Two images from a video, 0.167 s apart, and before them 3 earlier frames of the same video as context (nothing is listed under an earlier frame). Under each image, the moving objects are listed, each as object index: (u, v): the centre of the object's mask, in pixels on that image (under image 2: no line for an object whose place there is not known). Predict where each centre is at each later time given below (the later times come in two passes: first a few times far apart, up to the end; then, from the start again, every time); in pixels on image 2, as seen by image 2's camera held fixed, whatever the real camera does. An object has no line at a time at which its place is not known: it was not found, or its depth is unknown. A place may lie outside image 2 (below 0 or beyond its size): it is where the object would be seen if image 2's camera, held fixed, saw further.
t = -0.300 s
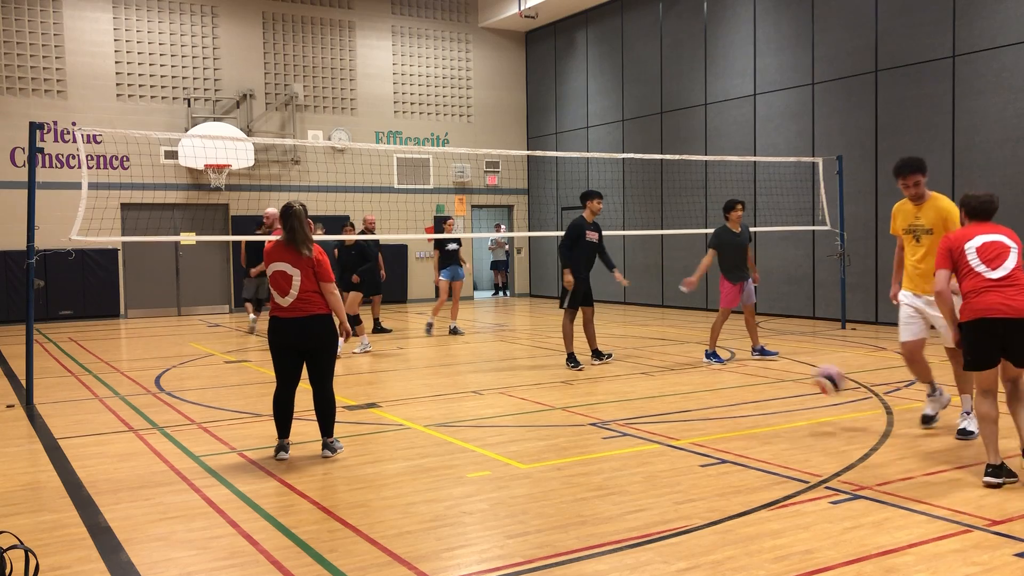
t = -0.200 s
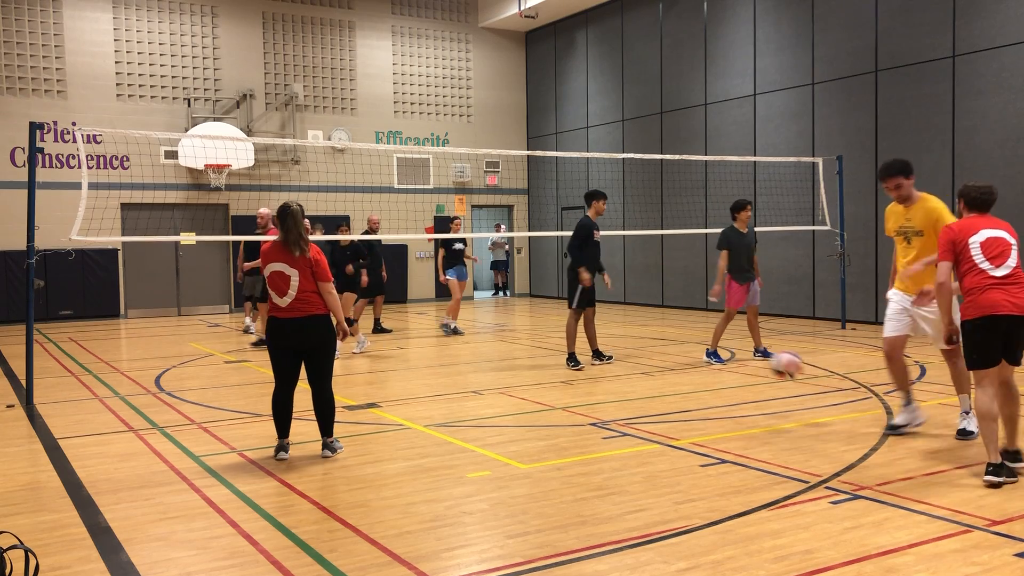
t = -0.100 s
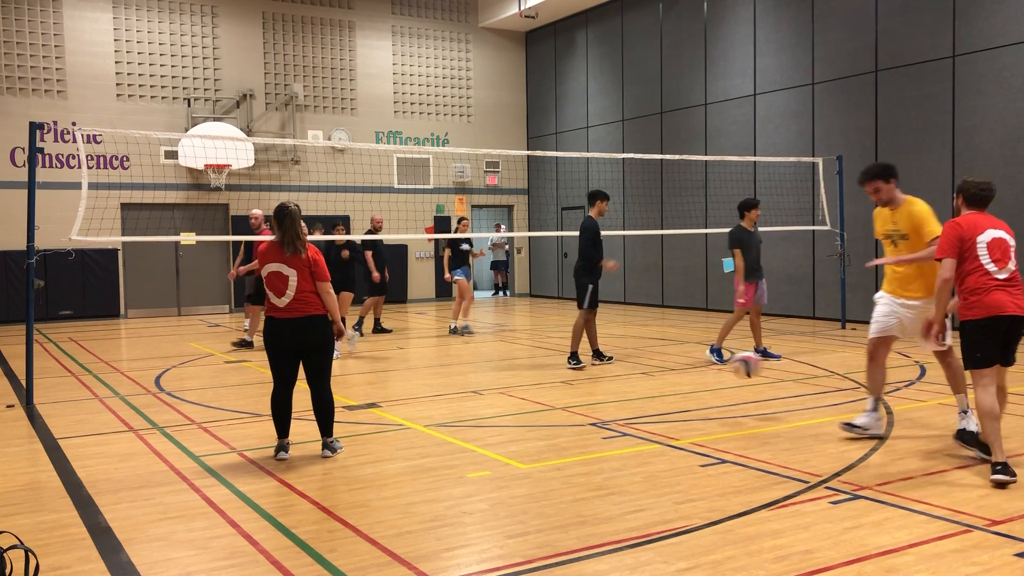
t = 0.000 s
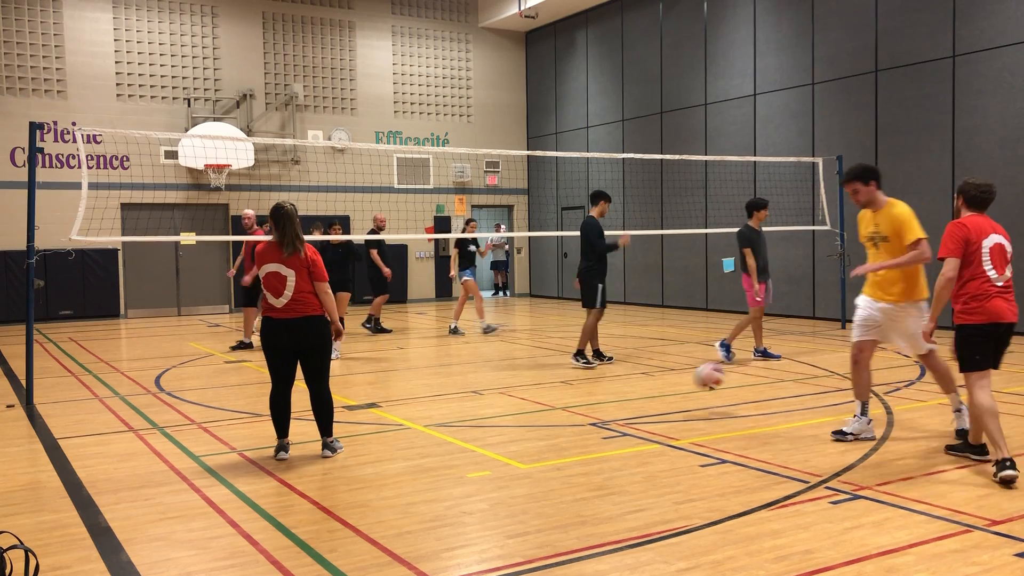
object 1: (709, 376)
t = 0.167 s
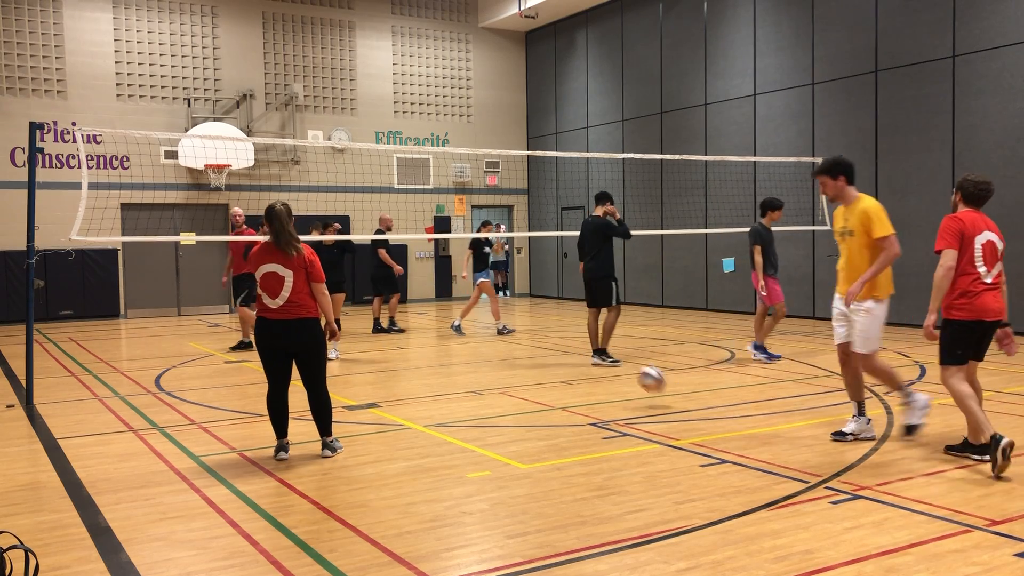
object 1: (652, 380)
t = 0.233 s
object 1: (631, 368)
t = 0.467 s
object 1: (563, 371)
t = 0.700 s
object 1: (502, 360)
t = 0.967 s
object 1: (442, 364)
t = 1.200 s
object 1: (395, 363)
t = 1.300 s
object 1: (376, 358)
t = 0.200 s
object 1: (641, 373)
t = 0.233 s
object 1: (631, 368)
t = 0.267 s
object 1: (620, 364)
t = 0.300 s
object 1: (609, 362)
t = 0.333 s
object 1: (601, 362)
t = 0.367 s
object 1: (590, 362)
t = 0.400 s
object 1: (580, 364)
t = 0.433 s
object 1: (572, 367)
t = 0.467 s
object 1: (563, 371)
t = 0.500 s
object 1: (554, 377)
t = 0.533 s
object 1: (545, 383)
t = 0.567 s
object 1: (536, 376)
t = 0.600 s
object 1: (527, 370)
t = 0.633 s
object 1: (518, 366)
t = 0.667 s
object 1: (510, 362)
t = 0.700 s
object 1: (502, 360)
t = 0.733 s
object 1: (494, 359)
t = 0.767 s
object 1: (487, 360)
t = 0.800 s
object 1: (479, 361)
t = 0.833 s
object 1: (471, 364)
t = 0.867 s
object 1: (463, 369)
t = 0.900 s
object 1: (456, 373)
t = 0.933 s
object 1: (449, 369)
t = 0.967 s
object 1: (442, 364)
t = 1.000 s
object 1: (435, 360)
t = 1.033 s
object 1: (428, 358)
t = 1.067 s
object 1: (422, 356)
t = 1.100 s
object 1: (414, 357)
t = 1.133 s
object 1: (408, 357)
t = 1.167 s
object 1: (402, 359)
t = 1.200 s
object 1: (395, 363)
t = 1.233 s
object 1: (389, 366)
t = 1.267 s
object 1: (382, 362)
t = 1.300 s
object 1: (376, 358)
